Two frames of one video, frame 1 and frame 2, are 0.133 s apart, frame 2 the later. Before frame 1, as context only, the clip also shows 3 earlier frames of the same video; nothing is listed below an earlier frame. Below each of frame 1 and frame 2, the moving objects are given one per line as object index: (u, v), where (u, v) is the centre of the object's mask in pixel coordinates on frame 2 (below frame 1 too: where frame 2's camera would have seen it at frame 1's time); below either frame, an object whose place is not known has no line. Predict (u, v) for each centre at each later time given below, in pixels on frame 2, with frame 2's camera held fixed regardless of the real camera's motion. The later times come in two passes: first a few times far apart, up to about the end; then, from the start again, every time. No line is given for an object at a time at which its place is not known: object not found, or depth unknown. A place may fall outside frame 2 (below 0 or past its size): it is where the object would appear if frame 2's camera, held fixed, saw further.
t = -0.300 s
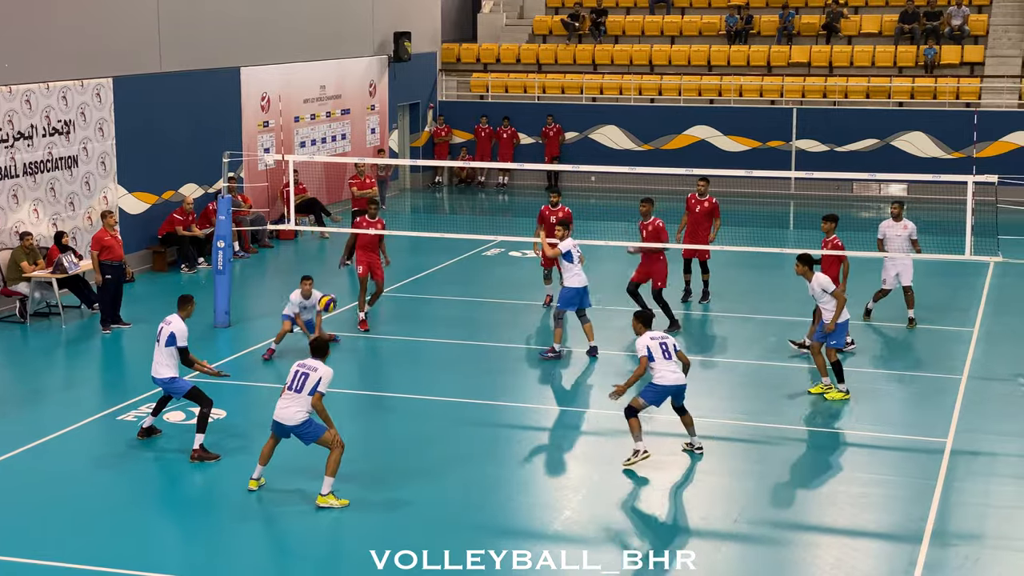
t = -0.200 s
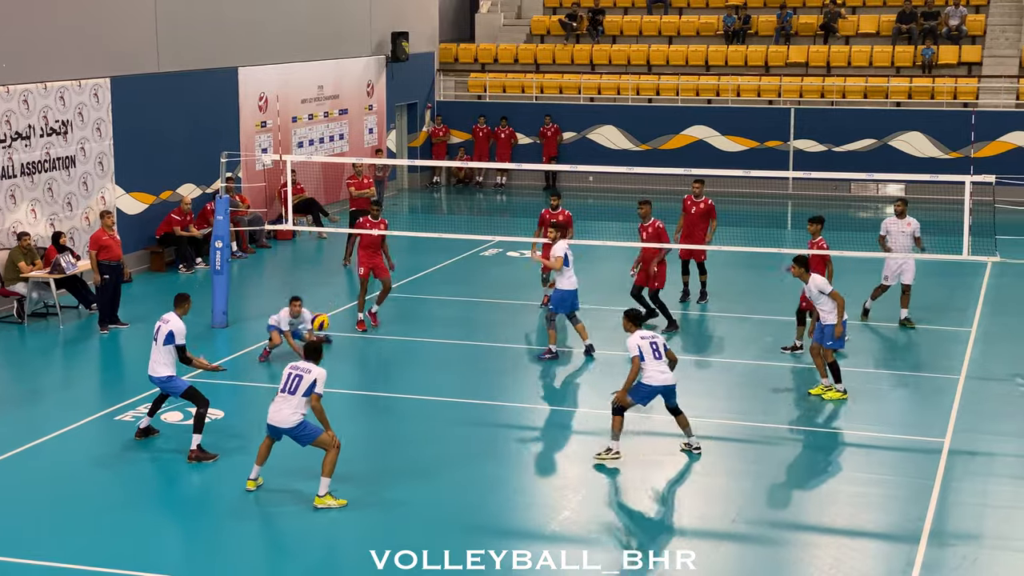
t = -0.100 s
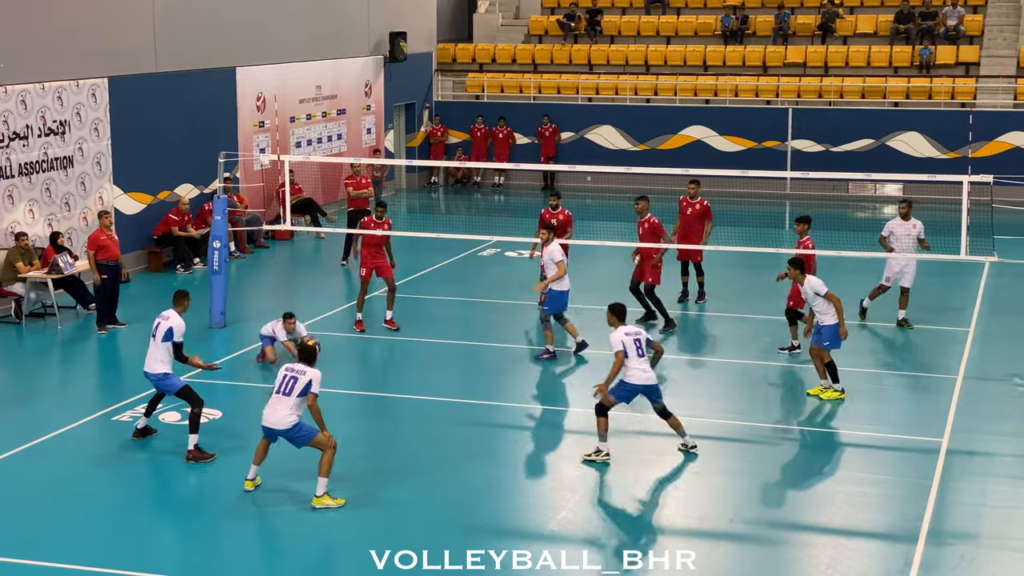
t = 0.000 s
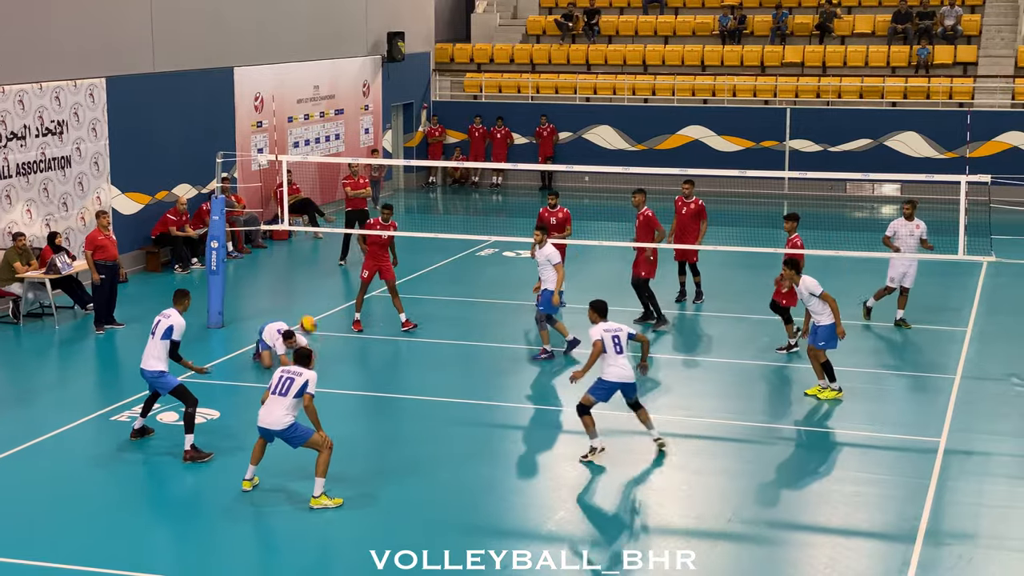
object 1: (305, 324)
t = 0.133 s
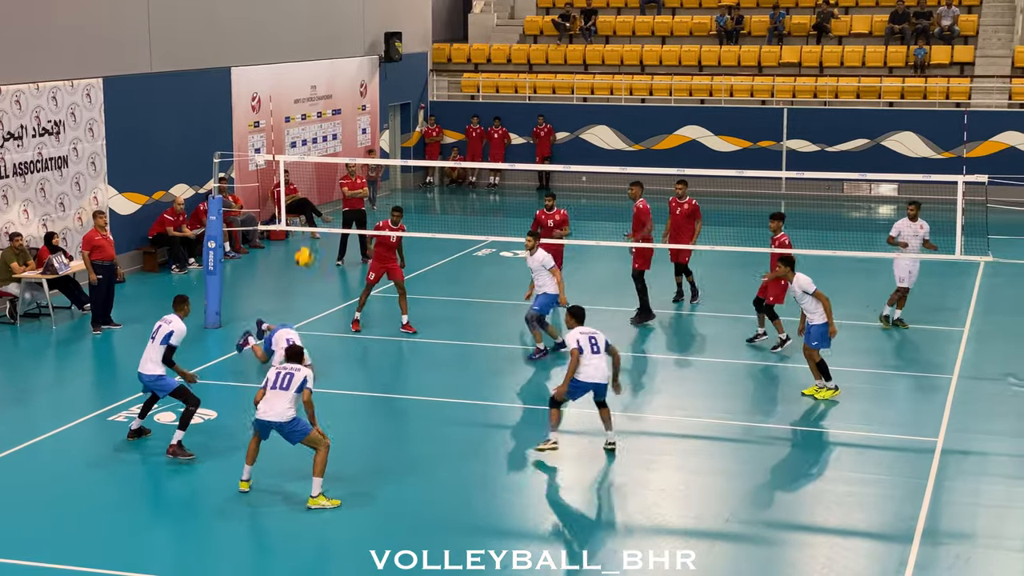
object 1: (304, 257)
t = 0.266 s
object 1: (302, 198)
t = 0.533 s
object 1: (299, 113)
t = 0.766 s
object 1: (297, 86)
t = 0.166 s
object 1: (303, 240)
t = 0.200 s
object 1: (303, 225)
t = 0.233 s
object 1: (302, 213)
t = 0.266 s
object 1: (302, 198)
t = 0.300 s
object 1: (302, 184)
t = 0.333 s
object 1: (301, 171)
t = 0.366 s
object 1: (300, 160)
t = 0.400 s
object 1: (299, 150)
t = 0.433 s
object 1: (299, 139)
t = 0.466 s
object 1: (299, 130)
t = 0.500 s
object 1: (299, 121)
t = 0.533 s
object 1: (299, 113)
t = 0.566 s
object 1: (298, 107)
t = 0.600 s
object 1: (299, 101)
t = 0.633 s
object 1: (297, 96)
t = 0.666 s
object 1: (297, 91)
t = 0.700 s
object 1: (297, 89)
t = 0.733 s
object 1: (297, 87)
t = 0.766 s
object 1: (297, 86)
